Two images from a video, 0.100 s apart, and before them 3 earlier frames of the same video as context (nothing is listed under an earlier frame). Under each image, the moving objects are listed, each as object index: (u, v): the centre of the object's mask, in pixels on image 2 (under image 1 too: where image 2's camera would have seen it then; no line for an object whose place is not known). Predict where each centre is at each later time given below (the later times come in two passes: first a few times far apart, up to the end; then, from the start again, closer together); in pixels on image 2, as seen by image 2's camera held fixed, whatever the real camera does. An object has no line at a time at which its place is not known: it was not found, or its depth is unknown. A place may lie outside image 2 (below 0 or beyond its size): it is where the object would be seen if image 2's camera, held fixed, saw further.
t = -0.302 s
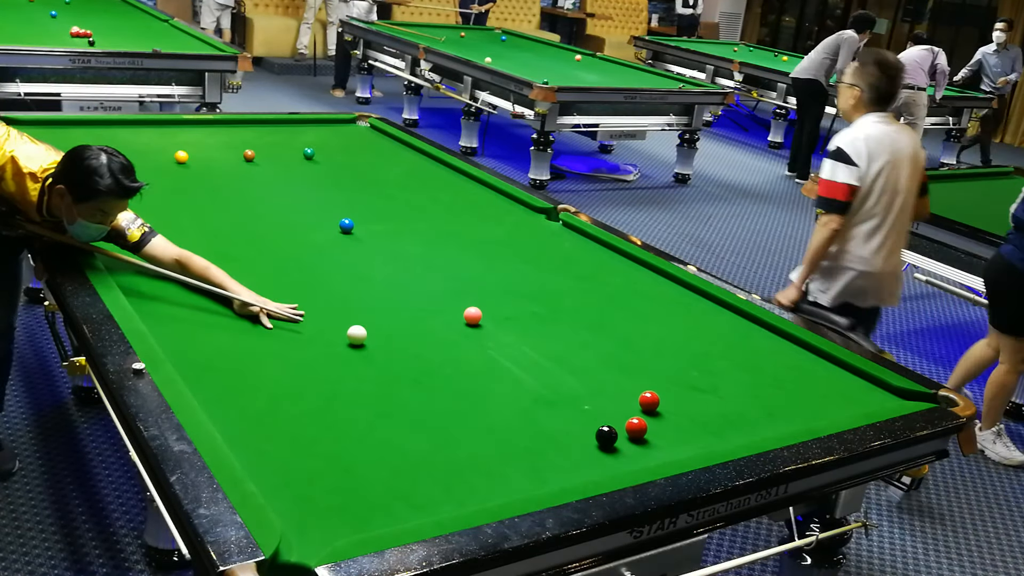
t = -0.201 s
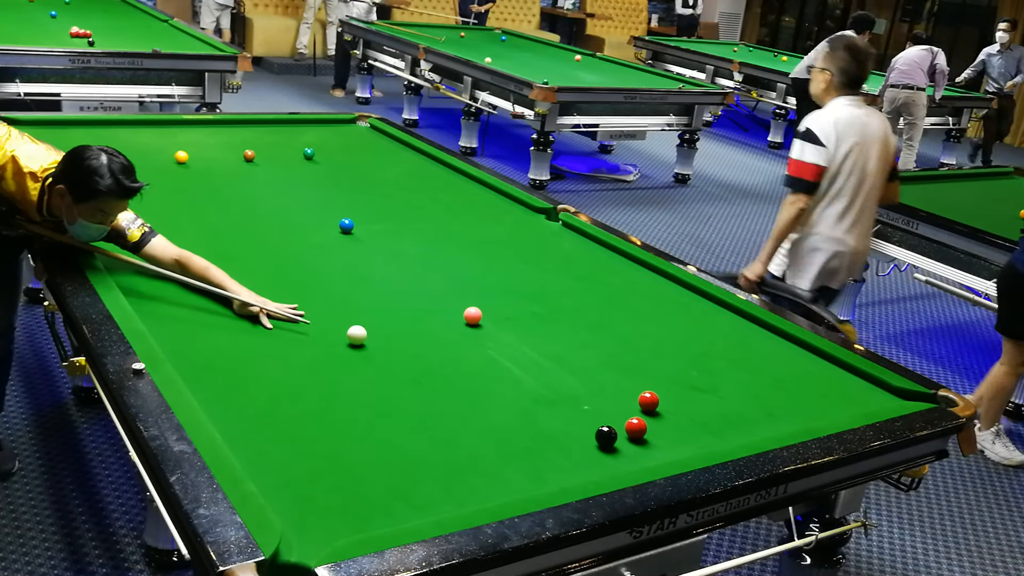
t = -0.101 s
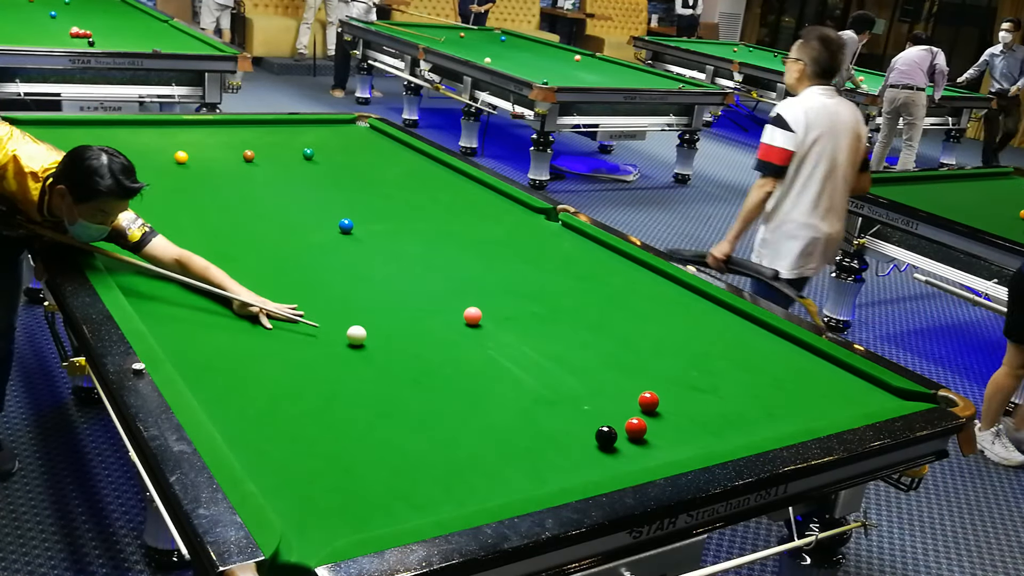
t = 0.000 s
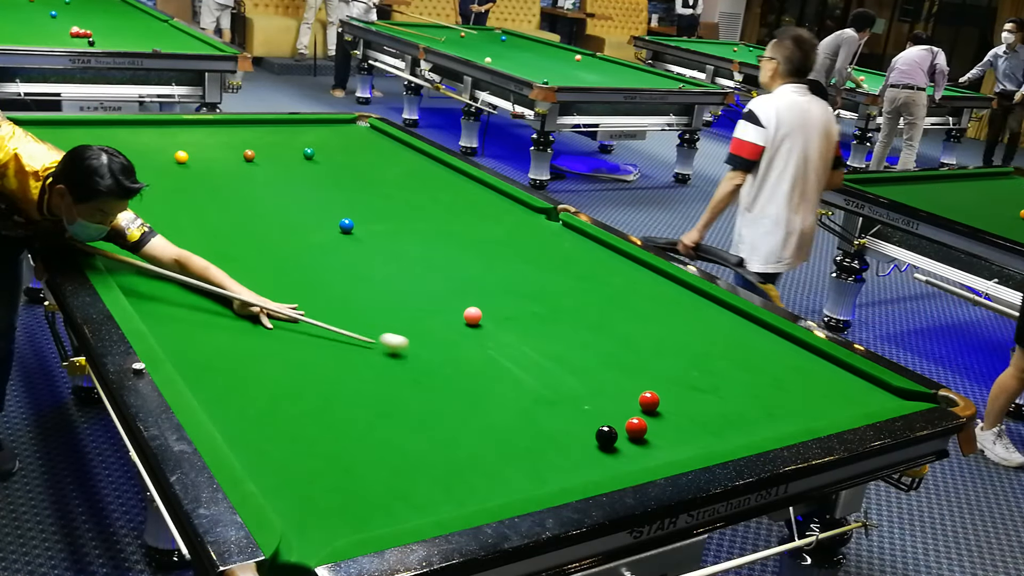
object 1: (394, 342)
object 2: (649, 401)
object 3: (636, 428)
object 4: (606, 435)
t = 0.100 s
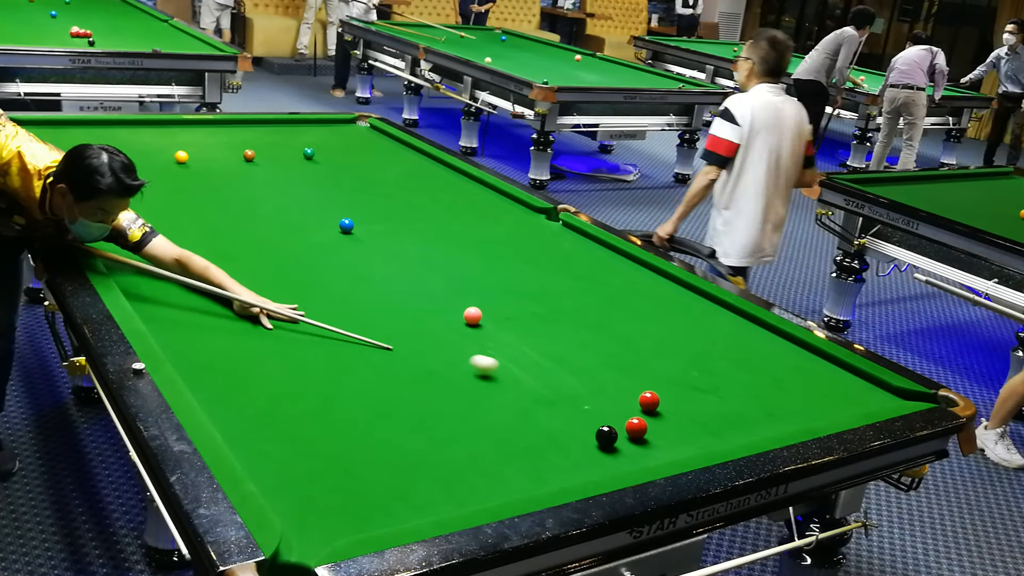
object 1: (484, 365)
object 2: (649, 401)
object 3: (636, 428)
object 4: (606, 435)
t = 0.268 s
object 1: (620, 398)
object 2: (649, 401)
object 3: (636, 428)
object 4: (606, 435)
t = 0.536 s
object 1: (672, 433)
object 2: (755, 403)
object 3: (630, 434)
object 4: (606, 435)
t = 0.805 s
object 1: (688, 439)
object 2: (842, 405)
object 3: (630, 444)
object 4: (598, 436)
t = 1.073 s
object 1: (661, 422)
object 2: (885, 394)
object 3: (632, 453)
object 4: (592, 437)
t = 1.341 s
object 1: (638, 407)
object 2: (869, 394)
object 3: (633, 459)
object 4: (588, 437)
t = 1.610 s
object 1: (618, 395)
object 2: (841, 398)
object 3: (631, 461)
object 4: (588, 437)
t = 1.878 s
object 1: (602, 384)
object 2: (814, 402)
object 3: (627, 461)
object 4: (588, 437)
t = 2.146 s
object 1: (587, 375)
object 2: (790, 407)
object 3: (626, 461)
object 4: (588, 437)
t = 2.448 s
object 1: (574, 367)
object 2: (764, 411)
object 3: (626, 461)
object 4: (588, 437)
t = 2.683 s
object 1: (566, 363)
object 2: (746, 415)
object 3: (626, 461)
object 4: (588, 437)
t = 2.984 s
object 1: (556, 358)
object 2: (725, 418)
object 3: (626, 461)
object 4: (588, 437)
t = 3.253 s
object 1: (550, 355)
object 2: (708, 421)
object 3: (626, 461)
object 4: (588, 437)
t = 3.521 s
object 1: (546, 353)
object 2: (694, 424)
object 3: (626, 461)
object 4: (588, 437)
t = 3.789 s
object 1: (544, 352)
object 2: (683, 426)
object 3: (626, 461)
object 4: (588, 437)
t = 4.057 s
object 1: (545, 352)
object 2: (674, 428)
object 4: (588, 437)
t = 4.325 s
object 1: (545, 352)
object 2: (669, 428)
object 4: (588, 437)
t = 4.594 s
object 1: (545, 352)
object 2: (666, 429)
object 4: (588, 437)
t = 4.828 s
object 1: (545, 352)
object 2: (665, 430)
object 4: (588, 437)
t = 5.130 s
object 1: (545, 352)
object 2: (665, 430)
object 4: (588, 437)
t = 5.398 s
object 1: (545, 352)
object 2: (665, 429)
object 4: (588, 437)
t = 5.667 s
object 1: (545, 352)
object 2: (665, 430)
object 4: (588, 437)
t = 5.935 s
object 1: (545, 352)
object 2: (665, 430)
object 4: (588, 437)
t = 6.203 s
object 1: (545, 352)
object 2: (666, 430)
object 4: (588, 437)
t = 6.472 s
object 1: (545, 352)
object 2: (666, 430)
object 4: (588, 437)
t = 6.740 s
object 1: (545, 352)
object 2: (665, 430)
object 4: (588, 437)
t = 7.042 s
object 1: (545, 352)
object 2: (666, 430)
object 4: (588, 437)
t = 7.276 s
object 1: (545, 352)
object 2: (666, 430)
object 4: (588, 437)
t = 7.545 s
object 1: (545, 352)
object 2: (666, 430)
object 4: (588, 437)
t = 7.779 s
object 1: (545, 352)
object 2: (665, 430)
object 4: (588, 437)
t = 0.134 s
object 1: (513, 371)
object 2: (649, 401)
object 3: (636, 428)
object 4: (606, 435)
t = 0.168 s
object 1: (541, 378)
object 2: (649, 401)
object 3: (636, 428)
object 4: (606, 435)
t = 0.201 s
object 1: (568, 385)
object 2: (649, 401)
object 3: (636, 428)
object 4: (606, 435)
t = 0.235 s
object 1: (595, 391)
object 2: (649, 401)
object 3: (636, 428)
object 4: (606, 435)
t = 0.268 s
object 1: (620, 398)
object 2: (649, 401)
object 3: (636, 428)
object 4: (606, 435)
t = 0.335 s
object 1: (636, 408)
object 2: (676, 401)
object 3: (636, 428)
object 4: (606, 435)
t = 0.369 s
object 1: (641, 412)
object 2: (692, 401)
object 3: (636, 428)
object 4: (606, 435)
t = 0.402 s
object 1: (647, 418)
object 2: (707, 402)
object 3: (636, 428)
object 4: (606, 435)
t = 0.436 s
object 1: (653, 423)
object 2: (720, 402)
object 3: (634, 430)
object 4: (606, 435)
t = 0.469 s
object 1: (658, 426)
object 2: (732, 402)
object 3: (633, 431)
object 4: (606, 435)
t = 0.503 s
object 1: (665, 430)
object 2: (743, 403)
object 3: (631, 433)
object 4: (606, 435)
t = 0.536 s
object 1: (672, 433)
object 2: (755, 403)
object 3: (630, 434)
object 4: (606, 435)
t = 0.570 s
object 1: (679, 436)
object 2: (767, 403)
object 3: (629, 435)
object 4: (606, 435)
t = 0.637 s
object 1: (692, 442)
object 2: (789, 404)
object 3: (628, 438)
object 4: (604, 436)
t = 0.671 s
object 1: (698, 444)
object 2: (800, 404)
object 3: (629, 439)
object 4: (603, 436)
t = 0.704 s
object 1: (699, 444)
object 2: (811, 405)
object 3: (629, 441)
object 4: (602, 436)
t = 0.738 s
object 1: (695, 442)
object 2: (821, 405)
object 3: (629, 442)
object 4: (601, 436)
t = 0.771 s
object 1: (691, 441)
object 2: (832, 405)
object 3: (630, 443)
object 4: (600, 436)
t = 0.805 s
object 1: (688, 439)
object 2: (842, 405)
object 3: (630, 444)
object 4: (598, 436)
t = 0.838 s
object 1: (684, 437)
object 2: (853, 404)
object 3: (630, 445)
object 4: (597, 436)
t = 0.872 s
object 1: (681, 434)
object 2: (863, 404)
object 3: (631, 447)
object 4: (596, 436)
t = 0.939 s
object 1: (674, 430)
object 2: (872, 401)
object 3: (631, 449)
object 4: (595, 436)
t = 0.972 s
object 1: (671, 428)
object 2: (876, 399)
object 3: (631, 450)
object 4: (594, 436)
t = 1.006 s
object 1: (667, 426)
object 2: (879, 398)
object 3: (632, 451)
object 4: (593, 437)
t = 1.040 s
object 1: (664, 424)
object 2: (882, 396)
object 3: (632, 452)
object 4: (592, 437)
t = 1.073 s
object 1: (661, 422)
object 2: (885, 394)
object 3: (632, 453)
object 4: (592, 437)
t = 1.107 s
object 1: (658, 420)
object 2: (888, 393)
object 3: (632, 454)
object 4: (591, 437)
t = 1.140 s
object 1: (655, 418)
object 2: (891, 391)
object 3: (632, 455)
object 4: (591, 437)
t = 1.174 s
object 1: (652, 416)
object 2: (888, 391)
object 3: (632, 456)
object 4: (590, 437)
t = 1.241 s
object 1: (646, 412)
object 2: (880, 392)
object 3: (633, 457)
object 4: (590, 437)
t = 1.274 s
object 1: (643, 411)
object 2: (876, 393)
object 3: (633, 458)
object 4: (589, 437)
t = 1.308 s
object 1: (641, 409)
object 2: (873, 394)
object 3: (633, 458)
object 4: (589, 437)
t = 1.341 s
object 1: (638, 407)
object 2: (869, 394)
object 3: (633, 459)
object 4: (588, 437)
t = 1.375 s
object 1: (635, 405)
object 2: (865, 394)
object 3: (633, 459)
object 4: (588, 437)
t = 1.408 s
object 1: (633, 404)
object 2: (862, 395)
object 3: (633, 460)
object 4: (588, 437)
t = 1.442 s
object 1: (630, 402)
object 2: (858, 396)
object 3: (633, 460)
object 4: (588, 437)
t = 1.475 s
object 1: (628, 401)
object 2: (855, 396)
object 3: (633, 461)
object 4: (588, 437)
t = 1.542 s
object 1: (623, 398)
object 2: (848, 397)
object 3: (632, 461)
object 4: (588, 437)
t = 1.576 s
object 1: (620, 396)
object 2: (844, 398)
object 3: (632, 461)
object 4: (588, 437)
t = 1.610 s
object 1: (618, 395)
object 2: (841, 398)
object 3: (631, 461)
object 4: (588, 437)
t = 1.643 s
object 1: (616, 393)
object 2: (837, 399)
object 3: (630, 461)
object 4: (588, 437)
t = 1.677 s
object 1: (614, 392)
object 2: (834, 399)
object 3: (630, 461)
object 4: (588, 437)
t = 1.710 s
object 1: (612, 390)
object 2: (831, 400)
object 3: (629, 461)
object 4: (588, 437)
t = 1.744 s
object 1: (610, 389)
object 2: (827, 400)
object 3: (629, 461)
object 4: (588, 437)
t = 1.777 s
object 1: (607, 388)
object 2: (824, 401)
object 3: (628, 461)
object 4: (588, 437)
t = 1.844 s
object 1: (603, 385)
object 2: (818, 402)
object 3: (627, 461)
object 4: (588, 437)
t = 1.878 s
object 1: (602, 384)
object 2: (814, 402)
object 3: (627, 461)
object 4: (588, 437)
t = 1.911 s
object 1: (600, 383)
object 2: (811, 403)
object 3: (627, 461)
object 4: (588, 437)
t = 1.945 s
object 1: (598, 382)
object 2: (808, 404)
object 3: (626, 461)
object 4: (588, 437)
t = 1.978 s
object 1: (596, 381)
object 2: (805, 404)
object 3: (626, 461)
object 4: (588, 437)
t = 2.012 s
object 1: (594, 380)
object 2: (802, 405)
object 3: (626, 461)
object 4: (588, 437)
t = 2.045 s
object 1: (592, 378)
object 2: (799, 405)
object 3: (626, 461)
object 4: (588, 437)
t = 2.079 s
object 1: (591, 377)
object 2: (796, 406)
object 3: (626, 461)
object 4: (588, 437)
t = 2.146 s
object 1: (587, 375)
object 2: (790, 407)
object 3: (626, 461)
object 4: (588, 437)
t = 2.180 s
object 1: (586, 374)
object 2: (787, 407)
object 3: (626, 461)
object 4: (588, 437)
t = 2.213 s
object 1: (585, 373)
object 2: (783, 408)
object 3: (626, 461)
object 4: (588, 437)
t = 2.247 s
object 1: (583, 373)
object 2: (781, 408)
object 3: (626, 461)
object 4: (588, 437)
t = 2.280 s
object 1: (581, 372)
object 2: (778, 409)
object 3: (626, 461)
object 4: (588, 437)
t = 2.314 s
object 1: (580, 371)
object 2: (775, 409)
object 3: (626, 461)
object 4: (588, 437)
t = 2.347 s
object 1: (578, 370)
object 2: (772, 410)
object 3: (626, 461)
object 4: (588, 437)
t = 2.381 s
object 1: (577, 369)
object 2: (769, 410)
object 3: (626, 461)
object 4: (588, 437)
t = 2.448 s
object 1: (574, 367)
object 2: (764, 411)
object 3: (626, 461)
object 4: (588, 437)
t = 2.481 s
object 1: (573, 367)
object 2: (761, 412)
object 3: (626, 461)
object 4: (588, 437)
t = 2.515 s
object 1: (572, 366)
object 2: (758, 412)
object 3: (626, 461)
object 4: (588, 437)
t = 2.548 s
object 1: (570, 365)
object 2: (756, 413)
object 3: (626, 461)
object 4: (588, 437)
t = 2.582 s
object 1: (569, 365)
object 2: (753, 413)
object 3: (626, 461)
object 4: (588, 437)
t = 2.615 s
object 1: (568, 364)
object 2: (751, 414)
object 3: (626, 461)
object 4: (588, 437)
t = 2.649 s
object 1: (567, 363)
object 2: (748, 414)
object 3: (626, 461)
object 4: (588, 437)
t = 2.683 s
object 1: (566, 363)
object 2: (746, 415)
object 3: (626, 461)
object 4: (588, 437)
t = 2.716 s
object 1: (565, 362)
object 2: (743, 415)
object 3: (626, 461)
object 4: (588, 437)
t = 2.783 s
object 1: (562, 361)
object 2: (738, 416)
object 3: (626, 461)
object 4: (588, 437)
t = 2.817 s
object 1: (561, 361)
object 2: (736, 416)
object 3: (626, 461)
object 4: (588, 437)
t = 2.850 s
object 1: (560, 360)
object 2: (733, 417)
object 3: (626, 461)
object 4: (588, 437)
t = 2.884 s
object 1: (559, 359)
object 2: (731, 417)
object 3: (626, 461)
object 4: (588, 437)
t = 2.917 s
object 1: (558, 359)
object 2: (729, 418)
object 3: (626, 461)
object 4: (588, 437)
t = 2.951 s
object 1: (557, 359)
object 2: (727, 418)
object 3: (626, 461)
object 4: (588, 437)
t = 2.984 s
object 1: (556, 358)
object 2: (725, 418)
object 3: (626, 461)
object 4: (588, 437)
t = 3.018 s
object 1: (556, 358)
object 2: (722, 419)
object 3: (626, 461)
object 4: (588, 437)
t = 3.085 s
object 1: (554, 357)
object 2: (718, 420)
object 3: (626, 461)
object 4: (588, 437)
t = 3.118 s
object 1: (553, 356)
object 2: (716, 420)
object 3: (626, 461)
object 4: (588, 437)
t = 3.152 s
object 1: (552, 356)
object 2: (714, 420)
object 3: (626, 461)
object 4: (588, 437)
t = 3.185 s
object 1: (552, 356)
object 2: (712, 421)
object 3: (626, 461)
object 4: (588, 437)
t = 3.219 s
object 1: (551, 355)
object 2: (710, 421)
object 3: (626, 461)
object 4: (588, 437)
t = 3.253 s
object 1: (550, 355)
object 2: (708, 421)
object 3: (626, 461)
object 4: (588, 437)
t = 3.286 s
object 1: (550, 355)
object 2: (706, 422)
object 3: (626, 461)
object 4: (588, 437)
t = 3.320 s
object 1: (549, 354)
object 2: (704, 422)
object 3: (626, 461)
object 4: (588, 437)
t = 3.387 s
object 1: (548, 354)
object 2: (701, 423)
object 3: (626, 461)
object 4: (588, 437)
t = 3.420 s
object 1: (547, 354)
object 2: (699, 423)
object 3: (626, 461)
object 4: (588, 437)
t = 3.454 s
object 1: (547, 354)
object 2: (697, 423)
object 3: (626, 461)
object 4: (588, 437)
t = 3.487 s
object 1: (547, 353)
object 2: (696, 424)
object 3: (626, 461)
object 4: (588, 437)
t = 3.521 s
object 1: (546, 353)
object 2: (694, 424)
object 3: (626, 461)
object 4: (588, 437)
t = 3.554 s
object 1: (546, 353)
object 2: (693, 424)
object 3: (626, 461)
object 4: (588, 437)
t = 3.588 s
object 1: (545, 353)
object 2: (691, 424)
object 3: (626, 461)
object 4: (588, 437)
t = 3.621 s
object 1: (545, 353)
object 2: (690, 425)
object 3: (626, 461)
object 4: (588, 437)
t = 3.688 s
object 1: (545, 352)
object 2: (687, 425)
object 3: (626, 461)
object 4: (588, 437)
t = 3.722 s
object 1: (545, 352)
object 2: (685, 426)
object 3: (626, 461)
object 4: (588, 437)
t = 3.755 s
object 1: (544, 352)
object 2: (684, 426)
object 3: (626, 461)
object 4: (588, 437)
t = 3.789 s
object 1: (544, 352)
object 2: (683, 426)
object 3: (626, 461)
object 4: (588, 437)
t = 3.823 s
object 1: (544, 352)
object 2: (682, 426)
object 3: (626, 461)
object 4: (588, 437)
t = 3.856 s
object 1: (544, 352)
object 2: (681, 426)
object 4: (588, 437)
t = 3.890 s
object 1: (544, 352)
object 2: (680, 426)
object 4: (588, 437)
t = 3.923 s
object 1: (544, 352)
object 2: (678, 427)
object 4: (588, 437)
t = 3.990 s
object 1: (545, 352)
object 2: (677, 427)
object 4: (588, 437)
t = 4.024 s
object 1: (545, 352)
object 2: (675, 427)
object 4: (588, 437)
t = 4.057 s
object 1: (545, 352)
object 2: (674, 428)
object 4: (588, 437)
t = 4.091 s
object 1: (545, 352)
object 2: (674, 428)
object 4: (588, 437)
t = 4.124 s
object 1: (545, 352)
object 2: (673, 428)
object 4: (588, 437)
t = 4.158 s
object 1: (545, 352)
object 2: (672, 428)
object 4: (588, 437)
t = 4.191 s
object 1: (545, 353)
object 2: (671, 428)
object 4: (588, 437)
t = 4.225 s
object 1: (545, 352)
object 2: (671, 428)
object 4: (588, 437)
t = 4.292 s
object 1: (545, 352)
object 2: (669, 429)
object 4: (588, 437)
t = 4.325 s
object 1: (545, 352)
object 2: (669, 428)
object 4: (588, 437)
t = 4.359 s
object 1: (545, 352)
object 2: (668, 429)
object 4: (588, 437)
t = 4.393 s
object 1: (545, 352)
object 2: (668, 429)
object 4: (588, 437)
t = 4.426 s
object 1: (545, 352)
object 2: (667, 429)
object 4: (588, 437)
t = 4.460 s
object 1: (545, 352)
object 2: (667, 429)
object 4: (588, 437)
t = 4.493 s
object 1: (545, 352)
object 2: (667, 429)
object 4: (588, 437)
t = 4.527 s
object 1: (545, 352)
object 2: (666, 429)
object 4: (588, 437)
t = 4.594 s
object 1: (545, 352)
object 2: (666, 429)
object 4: (588, 437)
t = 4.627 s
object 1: (545, 352)
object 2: (666, 429)
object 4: (588, 437)
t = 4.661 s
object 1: (545, 352)
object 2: (665, 430)
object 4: (588, 437)
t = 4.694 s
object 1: (545, 352)
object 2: (665, 429)
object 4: (588, 437)
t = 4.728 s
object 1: (545, 352)
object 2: (665, 430)
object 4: (588, 437)
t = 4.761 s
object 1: (545, 352)
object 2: (665, 429)
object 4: (588, 437)
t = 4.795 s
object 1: (545, 352)
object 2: (665, 430)
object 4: (588, 437)
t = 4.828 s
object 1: (545, 352)
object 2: (665, 430)
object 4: (588, 437)
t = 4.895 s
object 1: (545, 352)
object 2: (665, 430)
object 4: (588, 437)
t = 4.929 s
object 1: (545, 352)
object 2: (665, 430)
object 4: (588, 437)
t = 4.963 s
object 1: (545, 352)
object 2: (665, 430)
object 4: (588, 437)
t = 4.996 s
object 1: (545, 352)
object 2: (666, 430)
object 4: (588, 437)
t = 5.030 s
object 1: (545, 352)
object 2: (665, 430)
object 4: (588, 437)
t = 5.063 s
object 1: (545, 352)
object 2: (665, 429)
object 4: (588, 437)
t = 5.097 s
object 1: (545, 352)
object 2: (665, 429)
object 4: (588, 437)
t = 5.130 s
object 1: (545, 352)
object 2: (665, 430)
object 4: (588, 437)
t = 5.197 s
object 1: (545, 352)
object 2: (666, 430)
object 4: (588, 437)
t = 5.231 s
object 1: (545, 352)
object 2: (666, 430)
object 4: (588, 437)
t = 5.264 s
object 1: (545, 352)
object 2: (666, 429)
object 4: (588, 437)
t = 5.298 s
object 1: (545, 352)
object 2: (665, 430)
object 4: (588, 437)
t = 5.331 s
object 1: (545, 352)
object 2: (665, 430)
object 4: (588, 437)
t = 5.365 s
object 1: (545, 352)
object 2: (665, 430)
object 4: (588, 437)
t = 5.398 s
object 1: (545, 352)
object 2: (665, 429)
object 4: (588, 437)
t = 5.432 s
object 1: (545, 352)
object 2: (665, 429)
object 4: (588, 437)
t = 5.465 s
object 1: (545, 352)
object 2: (665, 430)
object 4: (588, 437)
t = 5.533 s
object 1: (545, 352)
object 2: (665, 430)
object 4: (588, 437)
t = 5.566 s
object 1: (545, 352)
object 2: (666, 430)
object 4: (588, 437)
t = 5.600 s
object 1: (545, 352)
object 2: (665, 430)
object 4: (588, 437)
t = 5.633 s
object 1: (545, 352)
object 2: (665, 430)
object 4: (588, 437)
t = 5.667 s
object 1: (545, 352)
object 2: (665, 430)
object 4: (588, 437)
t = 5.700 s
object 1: (545, 352)
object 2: (665, 430)
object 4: (588, 437)
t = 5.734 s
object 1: (545, 352)
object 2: (665, 430)
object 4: (588, 437)
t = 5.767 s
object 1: (545, 352)
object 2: (666, 430)
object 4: (588, 437)
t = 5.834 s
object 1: (545, 352)
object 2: (666, 430)
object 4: (588, 437)
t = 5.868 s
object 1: (545, 352)
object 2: (666, 430)
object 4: (588, 437)
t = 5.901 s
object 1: (545, 352)
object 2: (666, 430)
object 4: (588, 437)
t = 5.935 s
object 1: (545, 352)
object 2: (665, 430)
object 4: (588, 437)
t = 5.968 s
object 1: (545, 352)
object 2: (666, 430)
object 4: (588, 437)
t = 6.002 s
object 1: (545, 352)
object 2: (665, 430)
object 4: (588, 437)
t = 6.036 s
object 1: (545, 352)
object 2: (665, 430)
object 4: (588, 437)
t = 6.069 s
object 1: (545, 352)
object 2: (665, 430)
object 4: (588, 437)
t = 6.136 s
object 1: (545, 352)
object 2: (666, 430)
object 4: (588, 437)
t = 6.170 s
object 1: (545, 352)
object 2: (666, 430)
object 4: (588, 437)
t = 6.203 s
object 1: (545, 352)
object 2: (666, 430)
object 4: (588, 437)
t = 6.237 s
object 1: (545, 352)
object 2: (666, 430)
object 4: (588, 437)
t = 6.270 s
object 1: (545, 352)
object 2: (666, 430)
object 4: (588, 437)
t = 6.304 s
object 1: (545, 352)
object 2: (666, 430)
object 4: (588, 437)
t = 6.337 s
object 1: (545, 352)
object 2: (666, 430)
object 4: (588, 437)
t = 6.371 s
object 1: (545, 352)
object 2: (665, 430)
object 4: (588, 437)
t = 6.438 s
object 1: (545, 352)
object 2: (665, 430)
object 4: (588, 437)
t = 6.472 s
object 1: (545, 352)
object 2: (666, 430)
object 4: (588, 437)
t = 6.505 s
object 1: (545, 352)
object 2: (666, 430)
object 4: (588, 437)
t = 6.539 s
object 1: (545, 352)
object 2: (666, 430)
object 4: (588, 437)
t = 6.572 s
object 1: (545, 352)
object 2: (665, 430)
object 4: (588, 437)
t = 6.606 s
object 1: (545, 352)
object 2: (665, 430)
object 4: (588, 437)
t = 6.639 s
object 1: (545, 352)
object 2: (665, 430)
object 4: (588, 437)
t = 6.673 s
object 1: (545, 352)
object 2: (665, 430)
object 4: (588, 437)
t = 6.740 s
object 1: (545, 352)
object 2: (665, 430)
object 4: (588, 437)
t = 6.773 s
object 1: (545, 352)
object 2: (666, 430)
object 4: (588, 437)
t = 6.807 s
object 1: (545, 352)
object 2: (666, 430)
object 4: (588, 437)
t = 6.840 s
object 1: (545, 352)
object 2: (665, 430)
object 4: (588, 437)
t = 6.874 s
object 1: (545, 352)
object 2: (665, 430)
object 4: (588, 437)
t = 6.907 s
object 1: (545, 352)
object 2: (666, 430)
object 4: (588, 437)
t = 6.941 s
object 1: (545, 352)
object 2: (665, 430)
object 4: (588, 437)
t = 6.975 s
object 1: (545, 352)
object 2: (665, 430)
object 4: (588, 437)
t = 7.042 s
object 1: (545, 352)
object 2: (666, 430)
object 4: (588, 437)
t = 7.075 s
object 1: (545, 352)
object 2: (666, 430)
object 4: (588, 437)
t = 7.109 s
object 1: (545, 352)
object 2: (666, 430)
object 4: (588, 437)
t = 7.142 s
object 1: (545, 352)
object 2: (666, 430)
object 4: (588, 437)
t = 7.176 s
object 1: (545, 352)
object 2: (665, 430)
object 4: (588, 437)
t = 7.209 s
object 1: (545, 352)
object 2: (665, 430)
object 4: (588, 437)
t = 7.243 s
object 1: (545, 352)
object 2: (666, 430)
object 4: (588, 437)
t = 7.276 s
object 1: (545, 352)
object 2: (666, 430)
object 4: (588, 437)
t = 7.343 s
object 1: (545, 352)
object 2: (666, 430)
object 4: (588, 437)
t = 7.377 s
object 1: (545, 352)
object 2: (666, 430)
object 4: (588, 437)
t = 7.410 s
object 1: (545, 352)
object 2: (666, 430)
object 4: (588, 437)
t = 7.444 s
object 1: (545, 353)
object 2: (665, 430)
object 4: (588, 437)
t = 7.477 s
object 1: (545, 352)
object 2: (666, 430)
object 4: (588, 437)
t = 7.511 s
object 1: (545, 352)
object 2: (666, 430)
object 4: (588, 437)
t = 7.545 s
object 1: (545, 352)
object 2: (666, 430)
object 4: (588, 437)
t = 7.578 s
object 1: (545, 352)
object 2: (666, 430)
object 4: (588, 437)
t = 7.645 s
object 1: (545, 352)
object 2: (665, 430)
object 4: (588, 437)
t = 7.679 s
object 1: (545, 352)
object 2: (665, 430)
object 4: (588, 437)
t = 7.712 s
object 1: (545, 352)
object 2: (665, 430)
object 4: (588, 437)
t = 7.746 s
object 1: (545, 352)
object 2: (666, 430)
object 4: (588, 437)
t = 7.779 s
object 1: (545, 352)
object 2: (665, 430)
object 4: (588, 437)
